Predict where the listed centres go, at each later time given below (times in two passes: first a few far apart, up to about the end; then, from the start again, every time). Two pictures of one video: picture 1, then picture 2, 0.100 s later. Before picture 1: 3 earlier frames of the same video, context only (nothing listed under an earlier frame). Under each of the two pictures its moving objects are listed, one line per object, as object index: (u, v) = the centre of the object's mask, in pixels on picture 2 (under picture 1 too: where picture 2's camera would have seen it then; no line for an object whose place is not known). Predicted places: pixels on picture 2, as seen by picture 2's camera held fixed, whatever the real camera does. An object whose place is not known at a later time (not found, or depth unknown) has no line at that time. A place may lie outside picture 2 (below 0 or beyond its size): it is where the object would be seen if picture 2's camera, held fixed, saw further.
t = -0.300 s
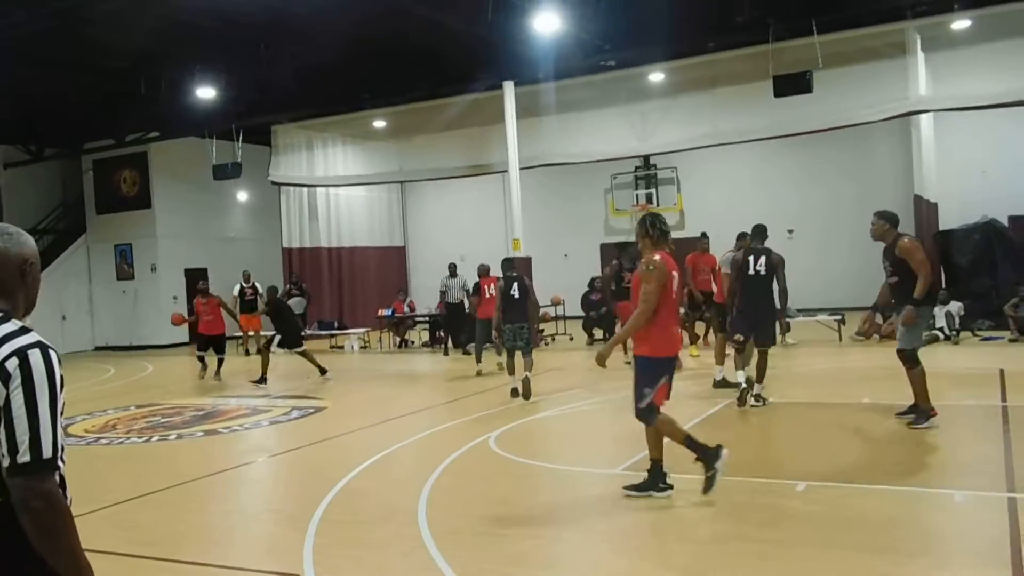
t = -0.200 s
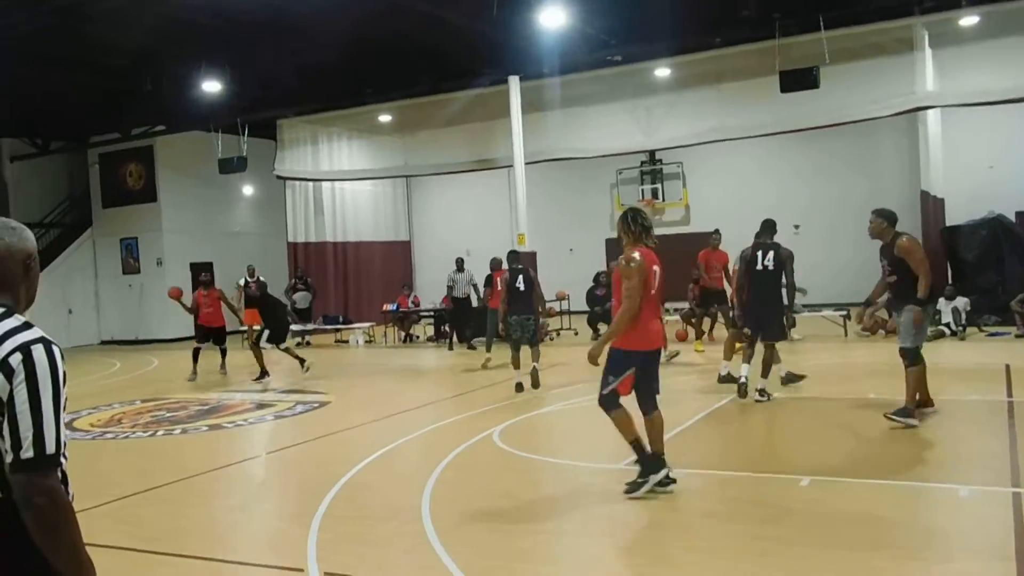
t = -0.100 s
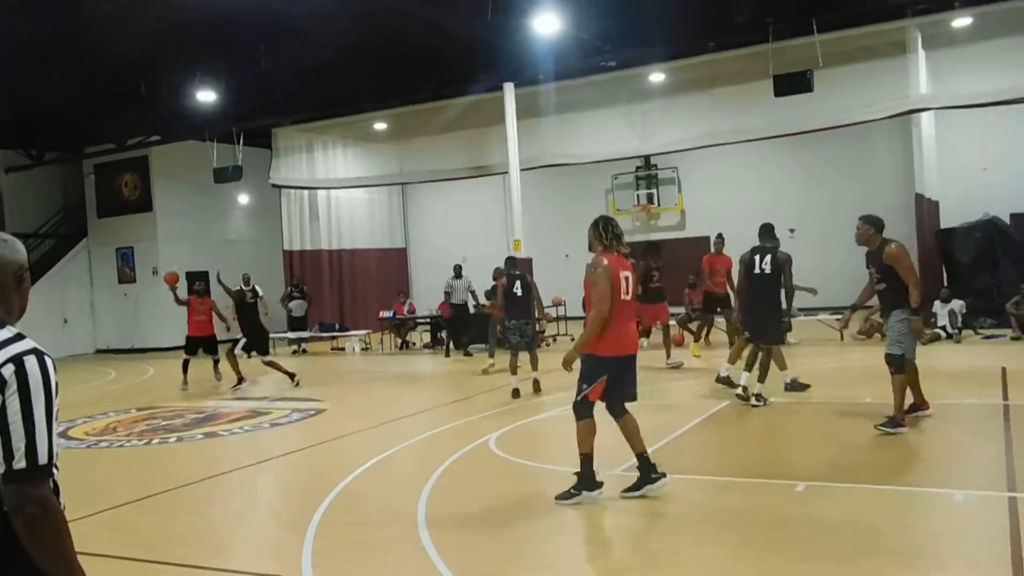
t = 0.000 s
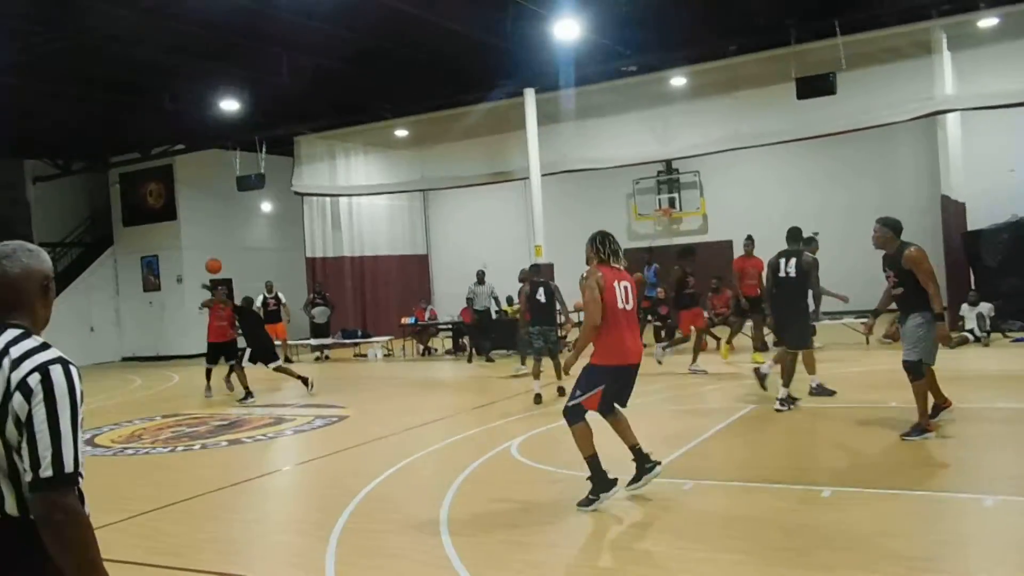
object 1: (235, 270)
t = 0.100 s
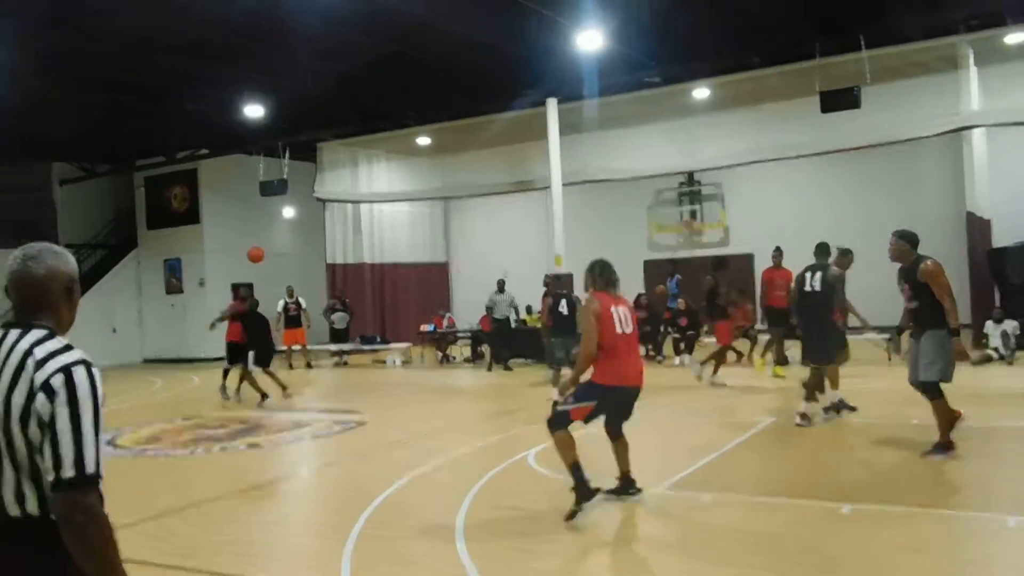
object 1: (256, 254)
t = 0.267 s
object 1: (298, 239)
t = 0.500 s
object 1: (384, 254)
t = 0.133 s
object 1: (264, 250)
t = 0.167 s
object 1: (272, 246)
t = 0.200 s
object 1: (279, 243)
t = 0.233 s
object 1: (288, 241)
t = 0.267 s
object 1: (298, 239)
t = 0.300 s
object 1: (308, 239)
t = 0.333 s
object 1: (319, 238)
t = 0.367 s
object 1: (331, 239)
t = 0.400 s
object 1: (343, 241)
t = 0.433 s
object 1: (355, 244)
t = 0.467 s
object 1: (369, 248)
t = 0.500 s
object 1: (384, 254)
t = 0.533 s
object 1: (400, 260)
